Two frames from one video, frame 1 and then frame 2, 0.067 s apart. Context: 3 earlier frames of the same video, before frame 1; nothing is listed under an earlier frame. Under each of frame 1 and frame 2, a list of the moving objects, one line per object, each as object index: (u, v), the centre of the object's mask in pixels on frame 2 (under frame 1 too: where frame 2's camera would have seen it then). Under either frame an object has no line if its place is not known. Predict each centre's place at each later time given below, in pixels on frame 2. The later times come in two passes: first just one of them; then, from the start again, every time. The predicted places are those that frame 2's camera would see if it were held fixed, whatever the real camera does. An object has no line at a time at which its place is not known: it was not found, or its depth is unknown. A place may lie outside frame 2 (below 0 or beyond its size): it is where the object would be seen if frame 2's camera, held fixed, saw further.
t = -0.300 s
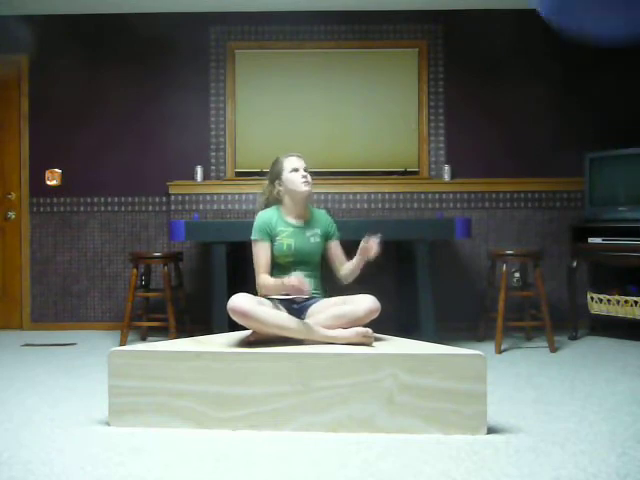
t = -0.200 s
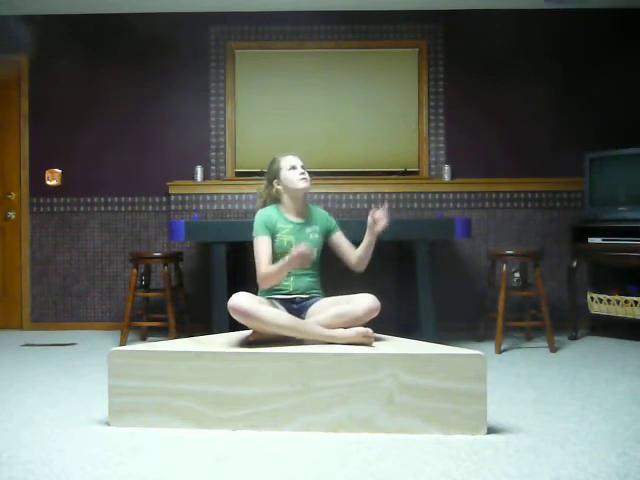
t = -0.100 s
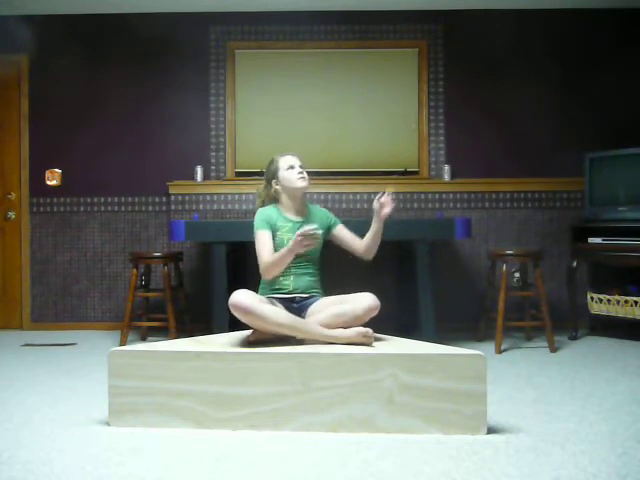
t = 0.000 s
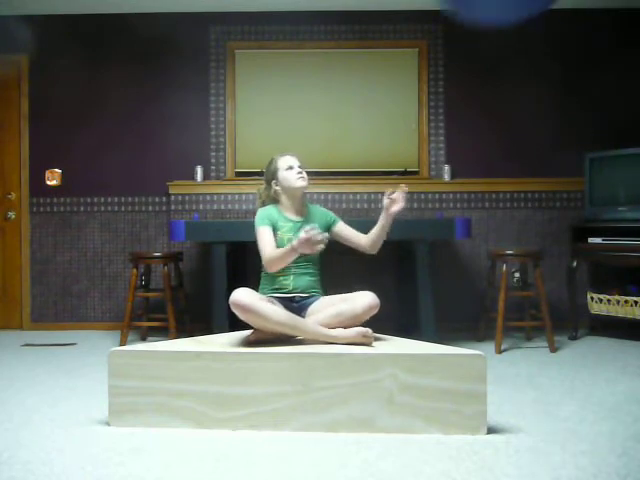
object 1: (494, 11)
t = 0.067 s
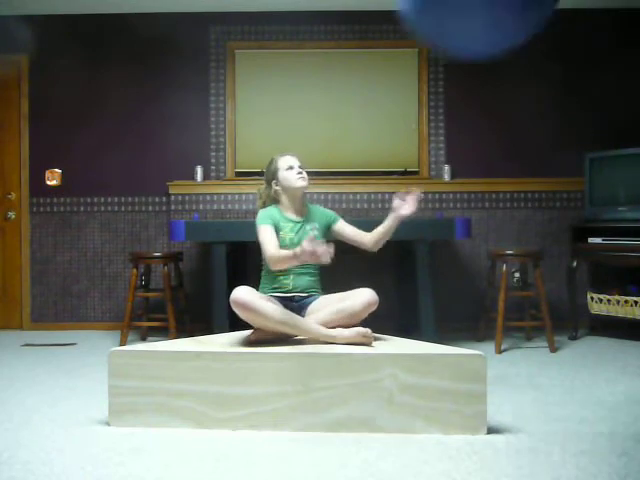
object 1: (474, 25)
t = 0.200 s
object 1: (439, 73)
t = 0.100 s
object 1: (465, 33)
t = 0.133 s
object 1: (458, 44)
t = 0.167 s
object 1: (448, 57)
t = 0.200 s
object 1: (439, 73)
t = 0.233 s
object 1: (432, 96)
